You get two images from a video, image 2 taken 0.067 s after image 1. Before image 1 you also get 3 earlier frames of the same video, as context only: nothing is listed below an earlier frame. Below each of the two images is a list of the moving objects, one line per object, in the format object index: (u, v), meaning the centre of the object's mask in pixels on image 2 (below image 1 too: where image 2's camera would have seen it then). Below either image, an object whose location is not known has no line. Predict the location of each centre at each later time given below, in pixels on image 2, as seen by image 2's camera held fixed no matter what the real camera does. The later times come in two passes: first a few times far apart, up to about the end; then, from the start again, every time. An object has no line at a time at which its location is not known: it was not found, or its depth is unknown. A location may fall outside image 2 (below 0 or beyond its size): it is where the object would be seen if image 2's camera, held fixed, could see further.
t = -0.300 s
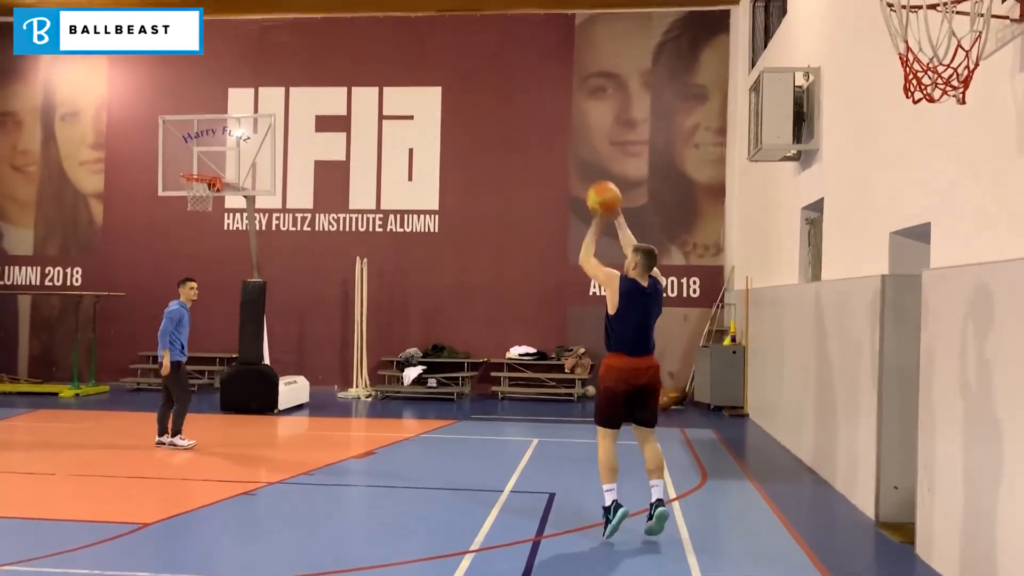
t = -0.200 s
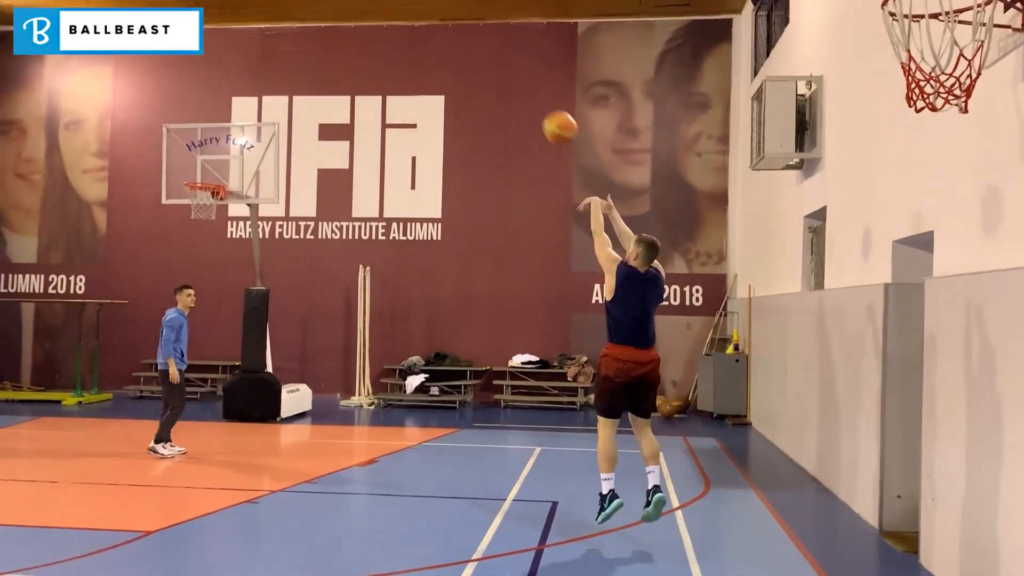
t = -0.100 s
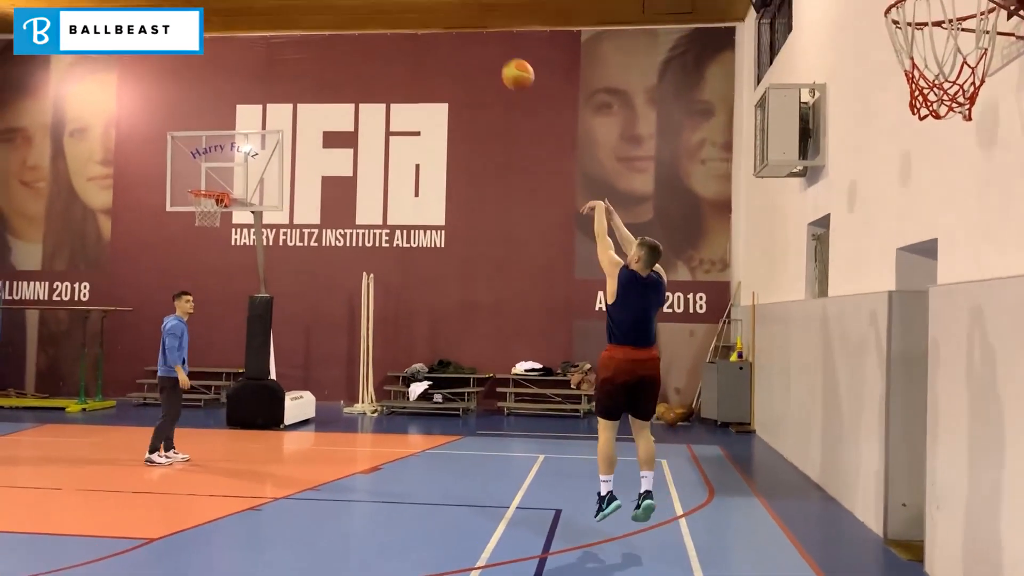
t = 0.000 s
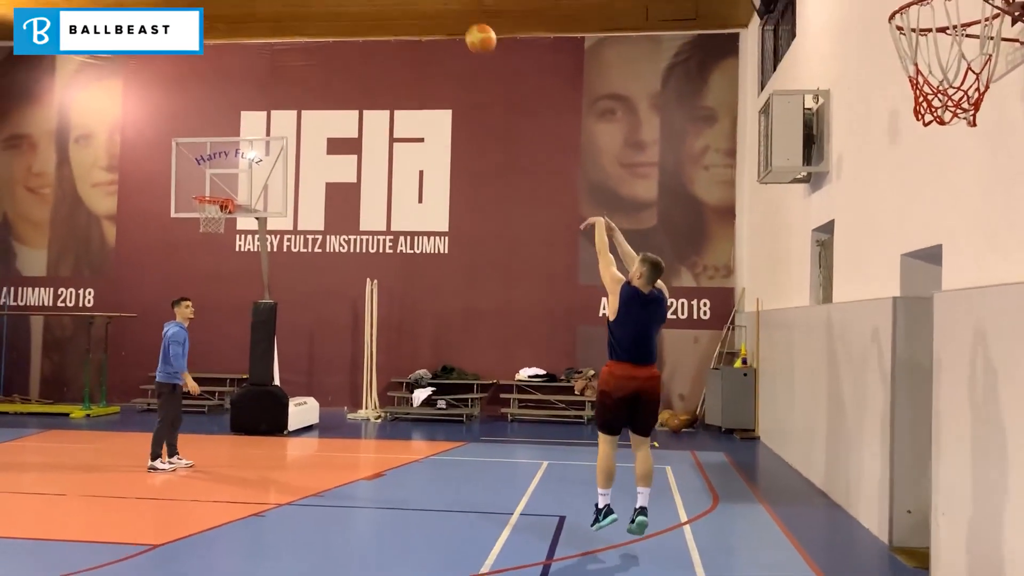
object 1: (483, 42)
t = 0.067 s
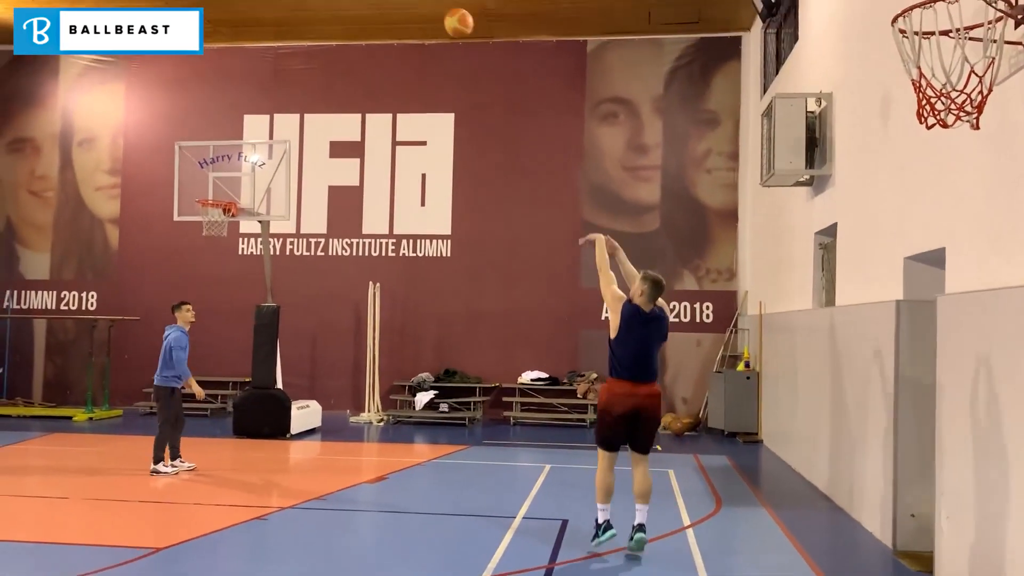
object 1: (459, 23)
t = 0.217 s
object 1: (409, 2)
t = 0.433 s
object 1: (346, 8)
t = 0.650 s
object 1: (294, 56)
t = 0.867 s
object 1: (248, 135)
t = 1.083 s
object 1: (215, 197)
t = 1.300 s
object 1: (224, 180)
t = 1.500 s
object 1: (237, 193)
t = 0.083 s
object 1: (453, 19)
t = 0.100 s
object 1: (447, 15)
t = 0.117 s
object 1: (441, 12)
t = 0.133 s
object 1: (436, 10)
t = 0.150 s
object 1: (430, 8)
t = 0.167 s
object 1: (425, 7)
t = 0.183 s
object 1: (419, 5)
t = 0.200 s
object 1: (414, 3)
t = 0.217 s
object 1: (409, 2)
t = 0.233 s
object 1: (403, 2)
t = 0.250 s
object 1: (398, 1)
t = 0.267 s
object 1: (393, 1)
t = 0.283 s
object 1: (388, 0)
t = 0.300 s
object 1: (383, 0)
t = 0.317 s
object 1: (378, 0)
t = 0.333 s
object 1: (373, 0)
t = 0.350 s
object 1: (369, 1)
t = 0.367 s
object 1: (364, 2)
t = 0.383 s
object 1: (360, 3)
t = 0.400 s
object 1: (355, 4)
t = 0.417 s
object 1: (351, 6)
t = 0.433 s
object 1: (346, 8)
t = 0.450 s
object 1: (342, 11)
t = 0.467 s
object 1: (337, 13)
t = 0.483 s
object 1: (333, 16)
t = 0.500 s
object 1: (329, 19)
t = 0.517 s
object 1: (325, 22)
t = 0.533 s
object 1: (321, 26)
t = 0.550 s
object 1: (317, 30)
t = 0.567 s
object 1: (313, 34)
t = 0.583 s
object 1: (309, 37)
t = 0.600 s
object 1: (305, 41)
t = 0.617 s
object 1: (301, 47)
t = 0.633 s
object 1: (297, 51)
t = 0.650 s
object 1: (294, 56)
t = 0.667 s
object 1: (290, 61)
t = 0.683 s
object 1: (287, 67)
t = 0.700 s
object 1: (283, 72)
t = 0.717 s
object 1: (279, 78)
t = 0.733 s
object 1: (276, 84)
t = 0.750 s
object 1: (272, 90)
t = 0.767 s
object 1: (268, 96)
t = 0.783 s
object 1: (265, 102)
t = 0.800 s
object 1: (261, 108)
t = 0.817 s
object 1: (258, 115)
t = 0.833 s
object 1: (255, 122)
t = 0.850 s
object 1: (251, 129)
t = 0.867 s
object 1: (248, 135)
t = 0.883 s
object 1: (244, 143)
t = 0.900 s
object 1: (241, 150)
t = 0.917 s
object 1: (239, 157)
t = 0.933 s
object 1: (235, 165)
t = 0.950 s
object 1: (233, 173)
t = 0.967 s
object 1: (229, 181)
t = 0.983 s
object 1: (227, 189)
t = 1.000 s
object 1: (224, 193)
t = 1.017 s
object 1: (222, 194)
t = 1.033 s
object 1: (221, 194)
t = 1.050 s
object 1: (218, 195)
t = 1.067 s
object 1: (217, 196)
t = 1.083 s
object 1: (215, 197)
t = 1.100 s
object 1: (213, 197)
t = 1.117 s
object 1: (213, 196)
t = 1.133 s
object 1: (215, 193)
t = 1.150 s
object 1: (215, 191)
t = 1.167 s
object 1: (216, 189)
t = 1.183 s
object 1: (217, 187)
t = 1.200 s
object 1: (218, 186)
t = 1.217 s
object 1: (219, 184)
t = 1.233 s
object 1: (220, 183)
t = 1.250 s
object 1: (221, 182)
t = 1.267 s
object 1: (222, 181)
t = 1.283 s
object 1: (224, 180)
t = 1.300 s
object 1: (224, 180)
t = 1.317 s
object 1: (225, 180)
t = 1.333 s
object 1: (227, 180)
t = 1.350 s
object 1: (228, 180)
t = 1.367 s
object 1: (228, 181)
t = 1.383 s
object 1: (230, 181)
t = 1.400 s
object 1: (231, 182)
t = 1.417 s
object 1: (232, 183)
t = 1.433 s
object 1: (233, 185)
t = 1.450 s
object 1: (234, 187)
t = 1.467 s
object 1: (235, 188)
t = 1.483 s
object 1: (235, 191)
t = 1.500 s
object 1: (237, 193)
